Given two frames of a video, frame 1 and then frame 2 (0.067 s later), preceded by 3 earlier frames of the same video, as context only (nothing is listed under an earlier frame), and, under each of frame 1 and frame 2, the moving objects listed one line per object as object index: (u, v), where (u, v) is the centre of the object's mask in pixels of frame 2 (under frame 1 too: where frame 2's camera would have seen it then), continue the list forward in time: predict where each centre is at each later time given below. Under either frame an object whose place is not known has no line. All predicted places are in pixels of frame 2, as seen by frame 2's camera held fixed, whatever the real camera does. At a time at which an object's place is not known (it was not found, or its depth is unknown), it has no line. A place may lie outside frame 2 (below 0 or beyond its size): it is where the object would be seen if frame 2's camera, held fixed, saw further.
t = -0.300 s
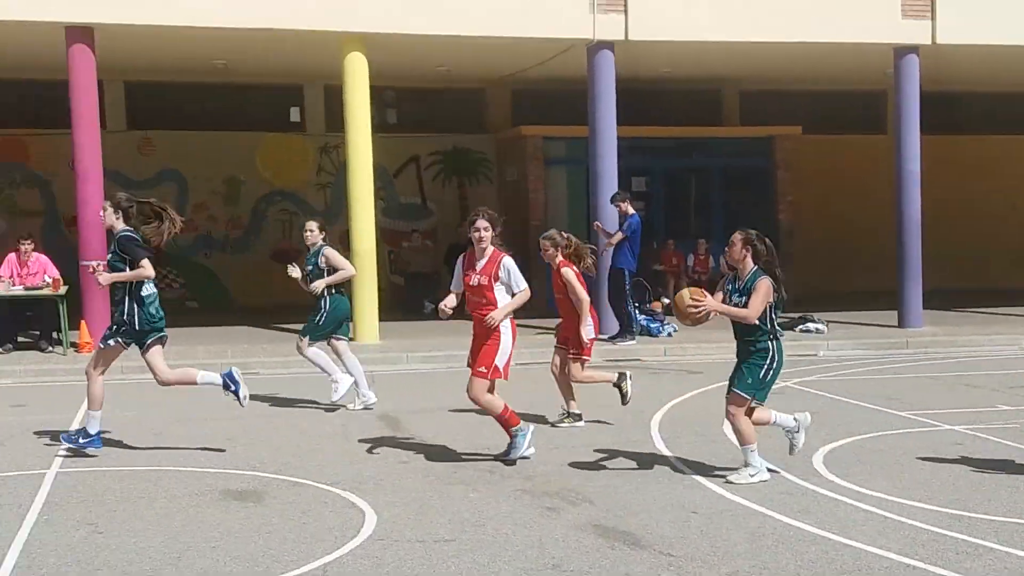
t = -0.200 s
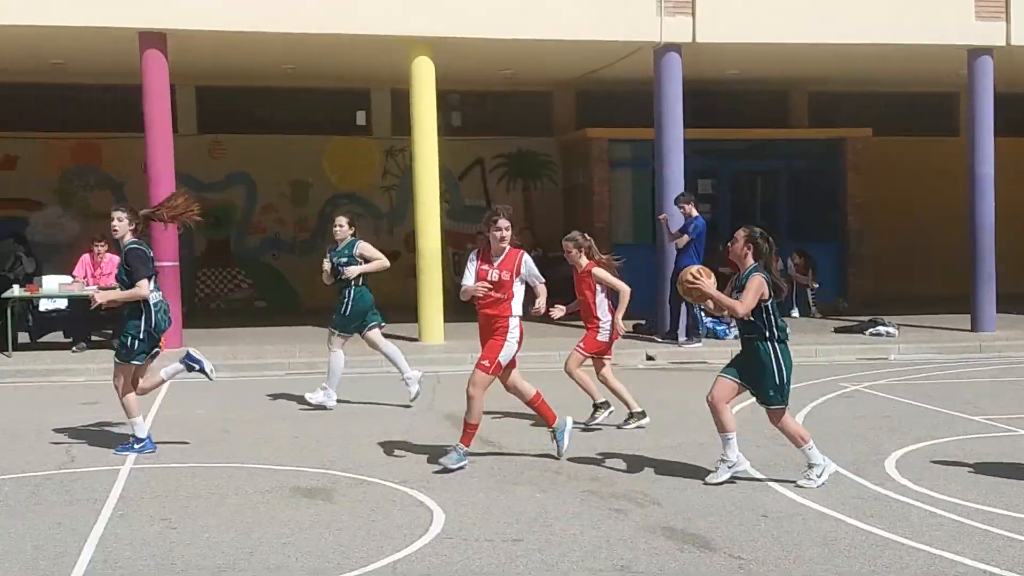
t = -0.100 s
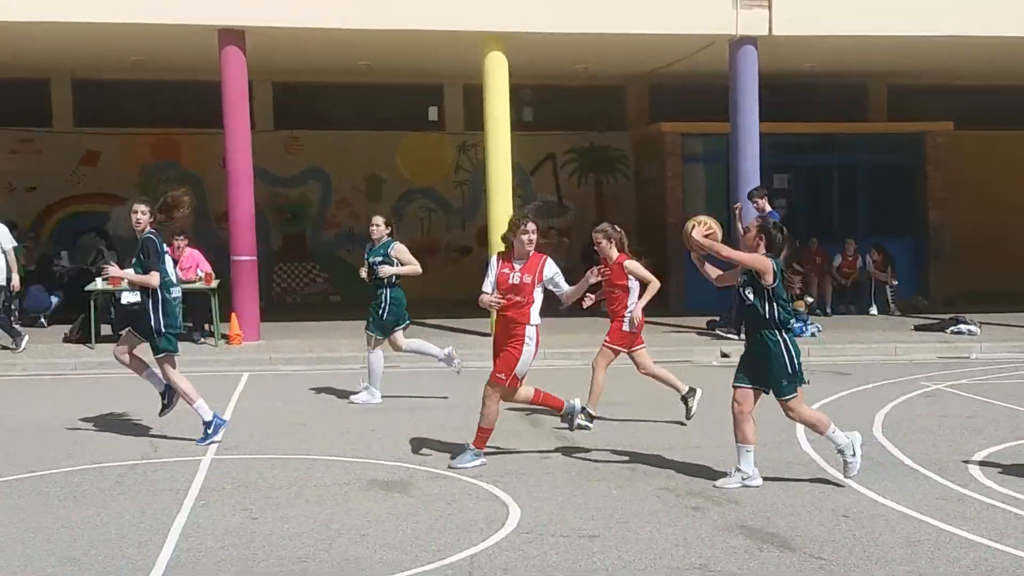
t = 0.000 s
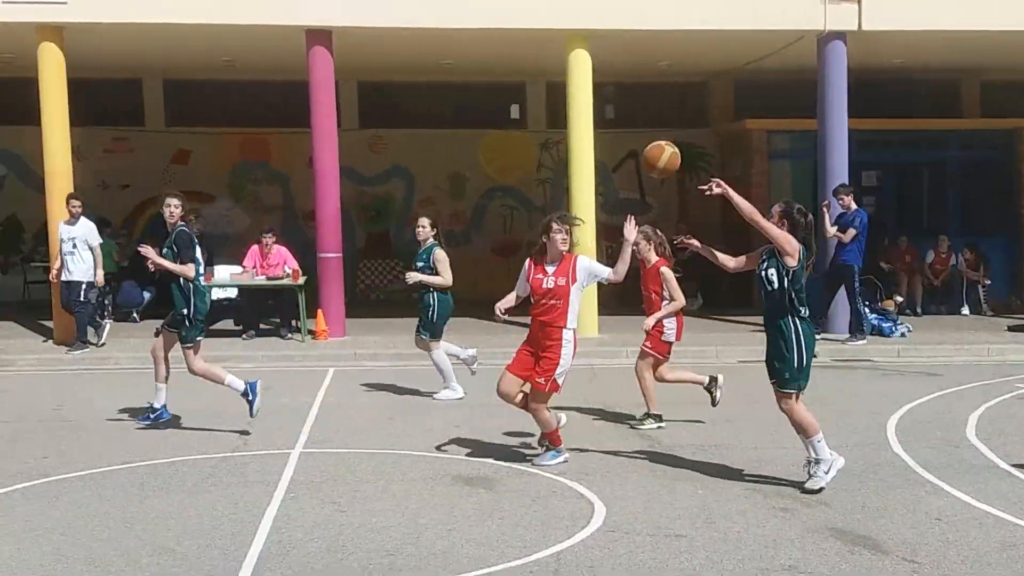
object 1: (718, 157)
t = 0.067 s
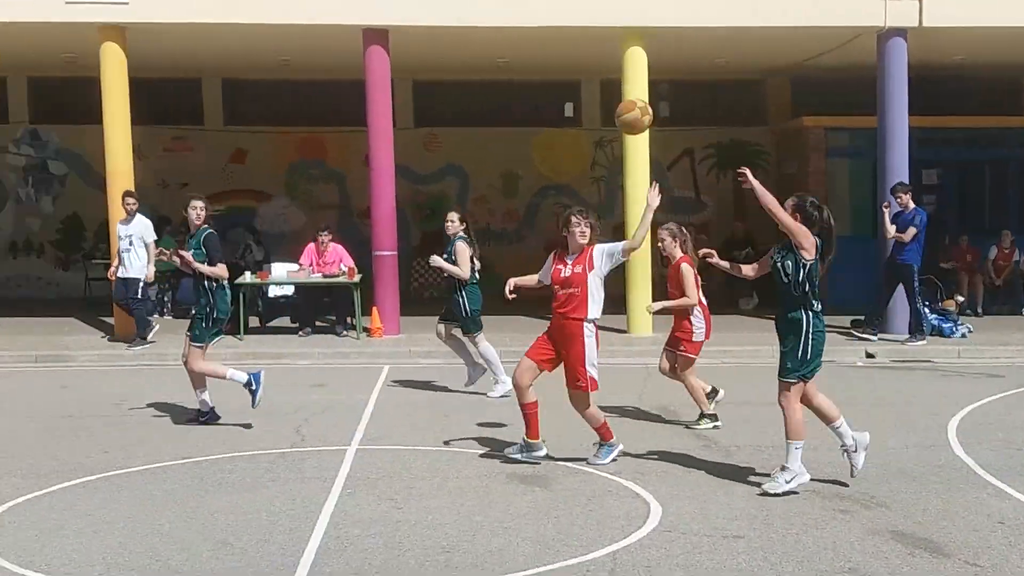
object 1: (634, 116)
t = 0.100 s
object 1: (593, 99)
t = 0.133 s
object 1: (552, 83)
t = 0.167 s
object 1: (513, 70)
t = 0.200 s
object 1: (475, 58)
